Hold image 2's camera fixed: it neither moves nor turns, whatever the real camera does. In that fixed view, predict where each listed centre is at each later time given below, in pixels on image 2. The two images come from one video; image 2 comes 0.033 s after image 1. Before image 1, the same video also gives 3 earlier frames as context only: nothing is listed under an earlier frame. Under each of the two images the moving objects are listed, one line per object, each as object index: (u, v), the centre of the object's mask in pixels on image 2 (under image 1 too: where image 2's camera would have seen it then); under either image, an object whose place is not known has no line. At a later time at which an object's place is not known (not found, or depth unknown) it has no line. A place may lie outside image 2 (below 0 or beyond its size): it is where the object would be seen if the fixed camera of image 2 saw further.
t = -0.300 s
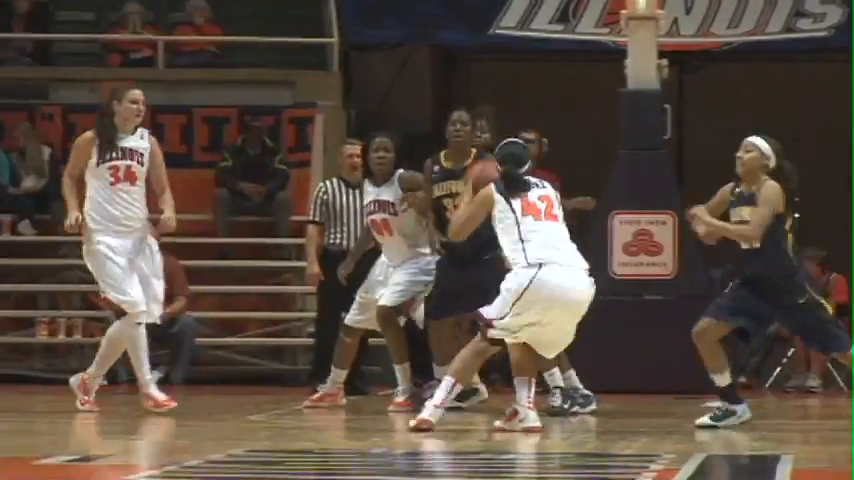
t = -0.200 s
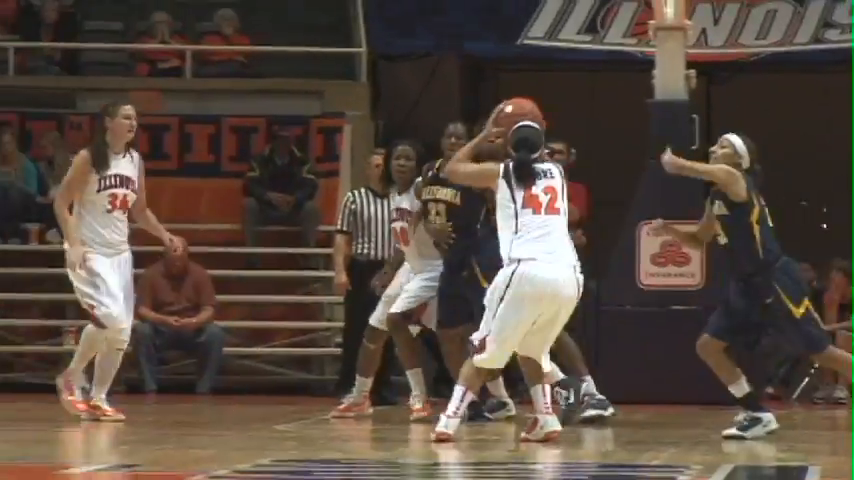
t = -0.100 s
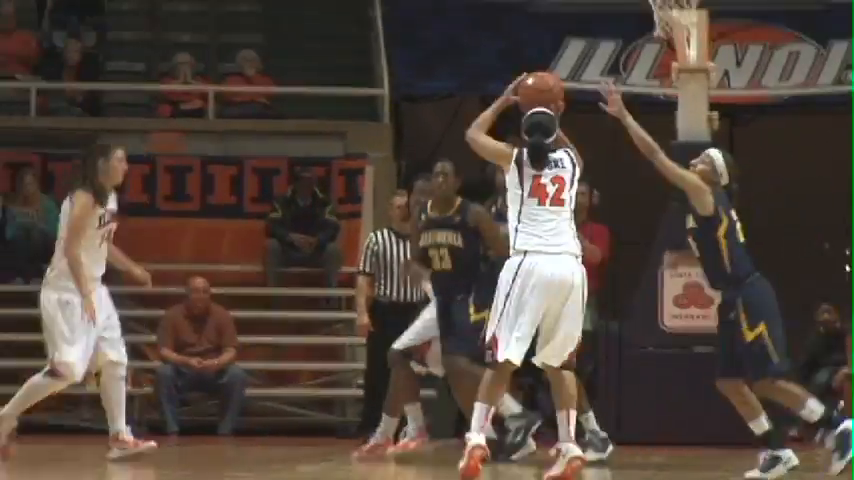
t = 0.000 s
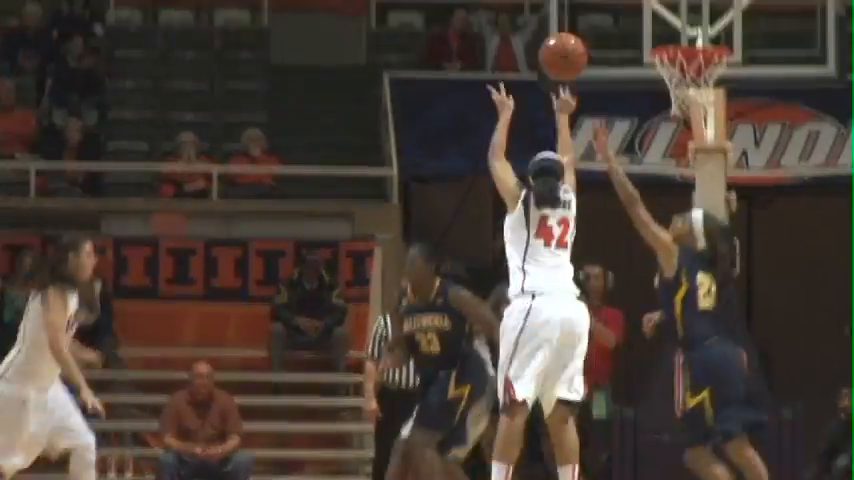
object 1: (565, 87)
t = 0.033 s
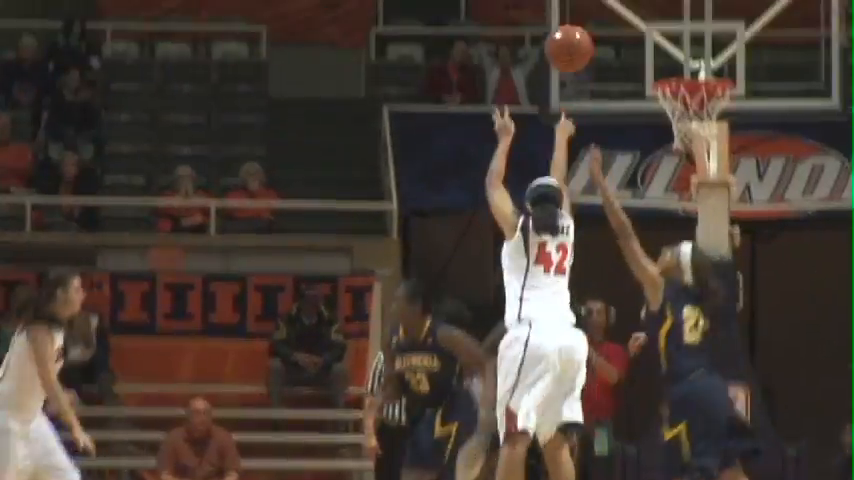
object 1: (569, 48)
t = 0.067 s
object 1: (574, 12)
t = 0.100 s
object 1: (579, -22)
